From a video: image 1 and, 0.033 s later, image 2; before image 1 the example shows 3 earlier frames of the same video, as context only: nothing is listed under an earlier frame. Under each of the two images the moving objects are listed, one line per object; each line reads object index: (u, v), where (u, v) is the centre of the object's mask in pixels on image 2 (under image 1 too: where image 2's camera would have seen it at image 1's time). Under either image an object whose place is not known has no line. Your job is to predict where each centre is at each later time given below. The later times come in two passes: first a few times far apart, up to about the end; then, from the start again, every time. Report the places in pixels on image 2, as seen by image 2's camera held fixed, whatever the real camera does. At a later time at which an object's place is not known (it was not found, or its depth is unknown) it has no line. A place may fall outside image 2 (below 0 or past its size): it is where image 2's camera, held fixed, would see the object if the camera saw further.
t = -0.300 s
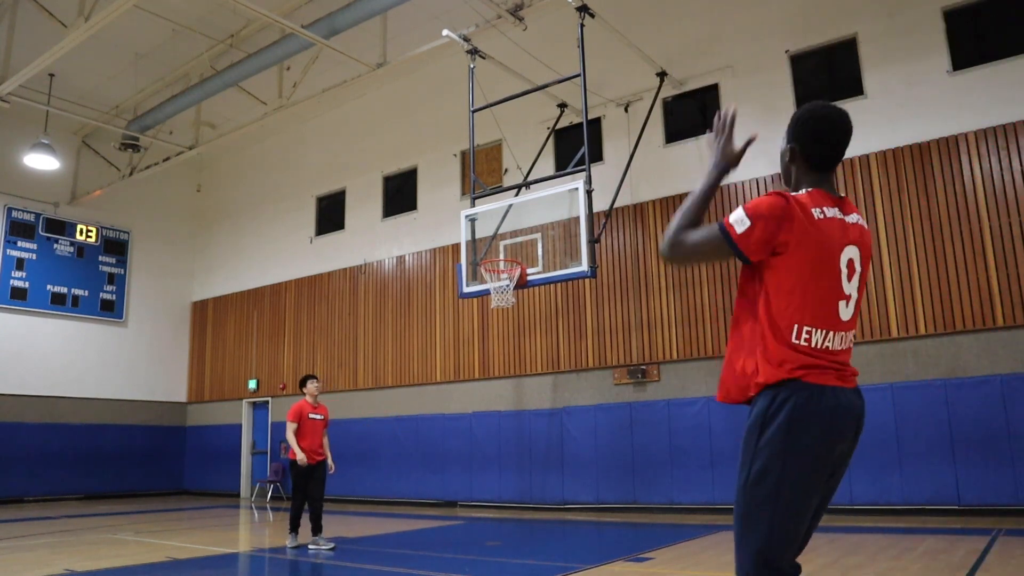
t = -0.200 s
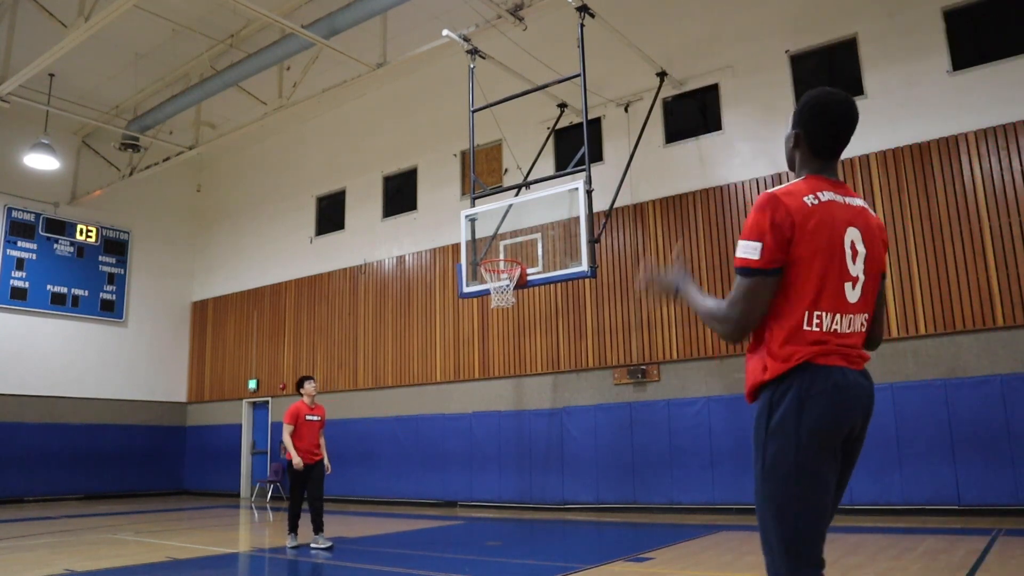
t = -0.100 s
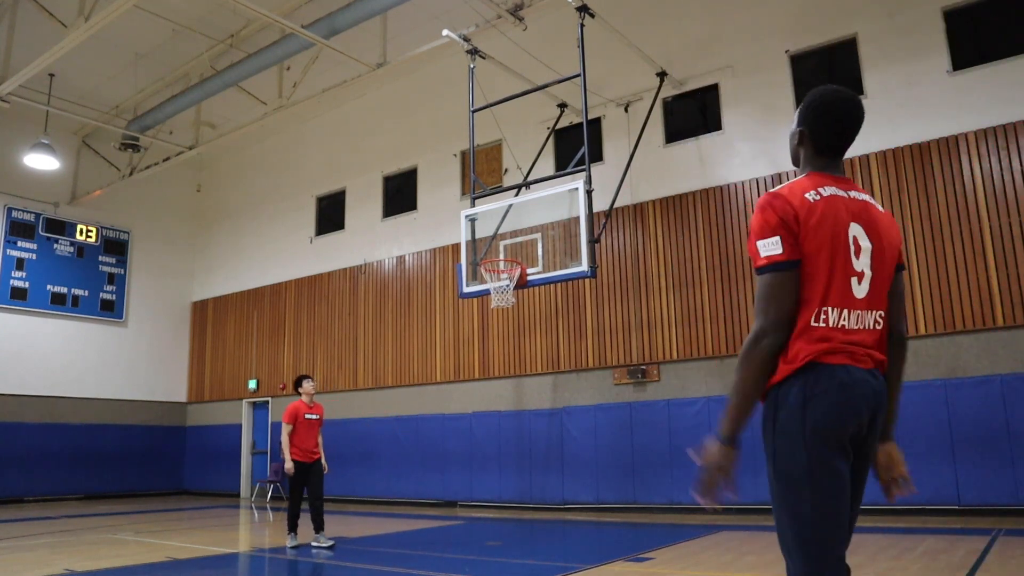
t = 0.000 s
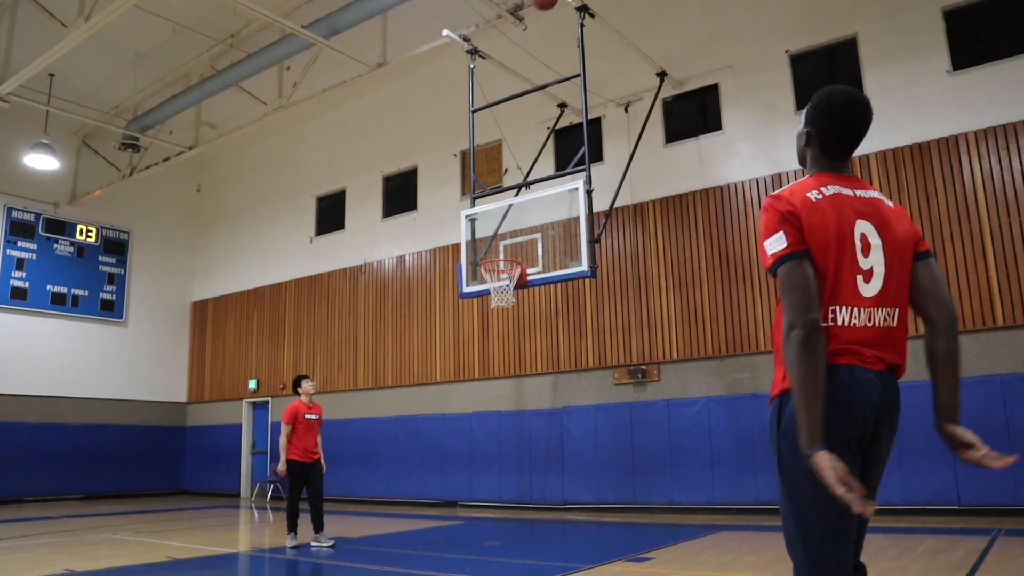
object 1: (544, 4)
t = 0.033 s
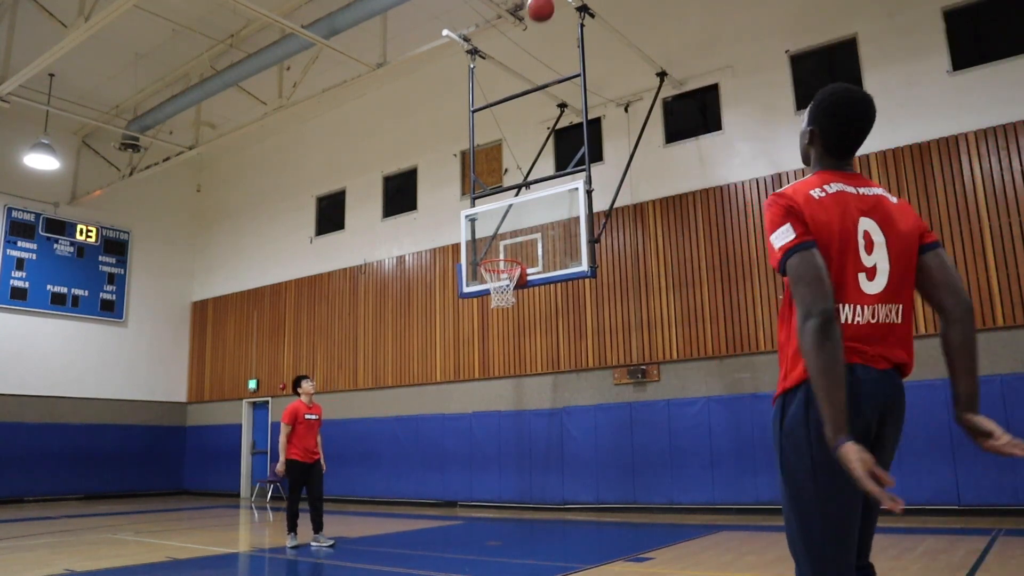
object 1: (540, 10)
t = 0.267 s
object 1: (519, 107)
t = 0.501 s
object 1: (504, 228)
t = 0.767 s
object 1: (499, 300)
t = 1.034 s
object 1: (498, 363)
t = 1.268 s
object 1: (498, 485)
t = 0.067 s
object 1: (536, 21)
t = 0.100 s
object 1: (533, 35)
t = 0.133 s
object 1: (530, 48)
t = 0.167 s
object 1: (527, 62)
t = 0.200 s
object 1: (524, 77)
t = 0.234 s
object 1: (522, 92)
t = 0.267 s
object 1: (519, 107)
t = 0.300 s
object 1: (516, 123)
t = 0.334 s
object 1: (514, 140)
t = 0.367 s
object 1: (512, 157)
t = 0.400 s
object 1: (509, 173)
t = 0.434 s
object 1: (508, 191)
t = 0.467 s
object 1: (506, 209)
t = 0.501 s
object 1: (504, 228)
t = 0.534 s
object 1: (502, 246)
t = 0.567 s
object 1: (502, 269)
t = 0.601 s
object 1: (500, 276)
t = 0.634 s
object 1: (500, 289)
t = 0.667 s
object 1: (500, 293)
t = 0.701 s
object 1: (500, 297)
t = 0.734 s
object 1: (499, 297)
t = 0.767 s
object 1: (499, 300)
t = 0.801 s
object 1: (499, 304)
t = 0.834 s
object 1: (499, 309)
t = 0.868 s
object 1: (499, 315)
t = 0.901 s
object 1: (498, 323)
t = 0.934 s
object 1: (498, 331)
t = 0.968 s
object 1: (498, 341)
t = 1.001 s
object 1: (498, 351)
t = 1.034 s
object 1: (498, 363)
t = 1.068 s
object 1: (498, 377)
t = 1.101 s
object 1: (497, 391)
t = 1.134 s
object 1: (498, 407)
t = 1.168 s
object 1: (497, 424)
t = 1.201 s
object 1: (498, 443)
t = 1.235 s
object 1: (498, 464)
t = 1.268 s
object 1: (498, 485)
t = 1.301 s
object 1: (498, 508)
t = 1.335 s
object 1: (499, 534)
